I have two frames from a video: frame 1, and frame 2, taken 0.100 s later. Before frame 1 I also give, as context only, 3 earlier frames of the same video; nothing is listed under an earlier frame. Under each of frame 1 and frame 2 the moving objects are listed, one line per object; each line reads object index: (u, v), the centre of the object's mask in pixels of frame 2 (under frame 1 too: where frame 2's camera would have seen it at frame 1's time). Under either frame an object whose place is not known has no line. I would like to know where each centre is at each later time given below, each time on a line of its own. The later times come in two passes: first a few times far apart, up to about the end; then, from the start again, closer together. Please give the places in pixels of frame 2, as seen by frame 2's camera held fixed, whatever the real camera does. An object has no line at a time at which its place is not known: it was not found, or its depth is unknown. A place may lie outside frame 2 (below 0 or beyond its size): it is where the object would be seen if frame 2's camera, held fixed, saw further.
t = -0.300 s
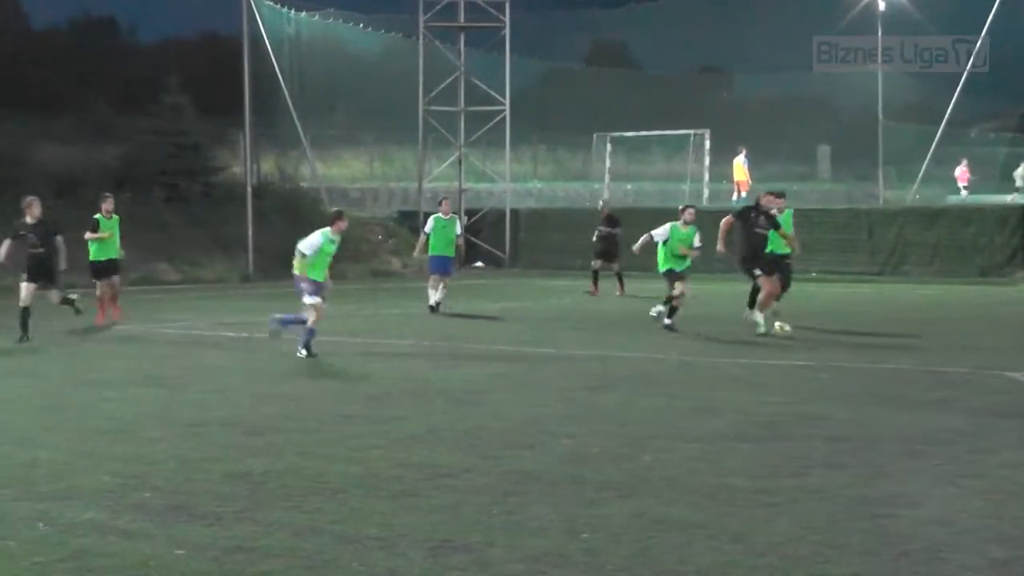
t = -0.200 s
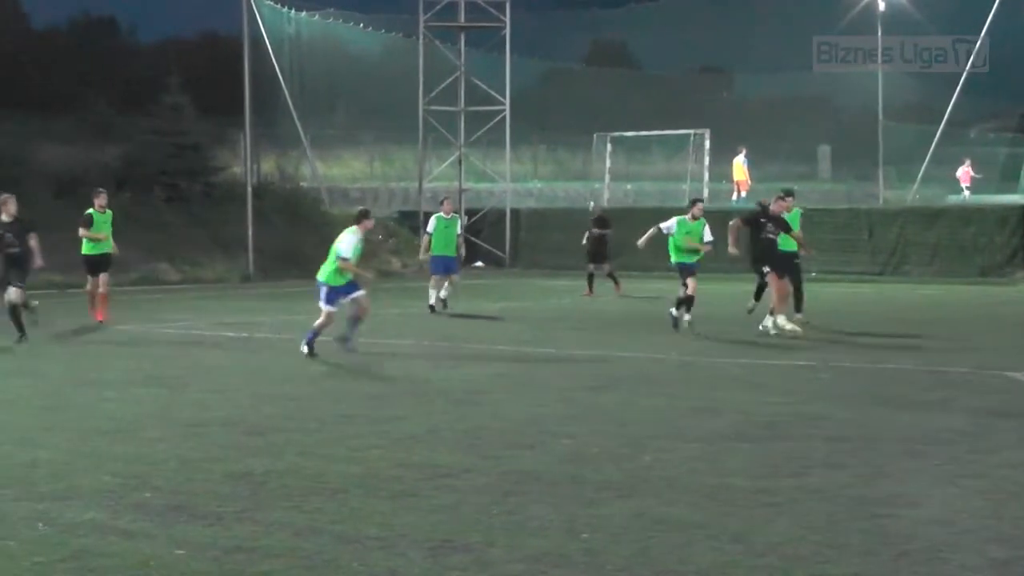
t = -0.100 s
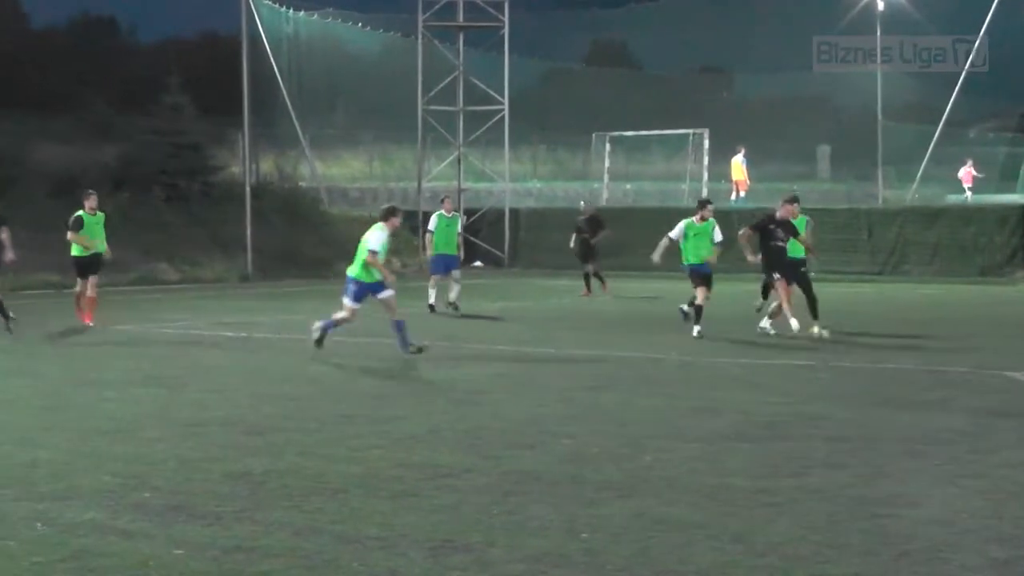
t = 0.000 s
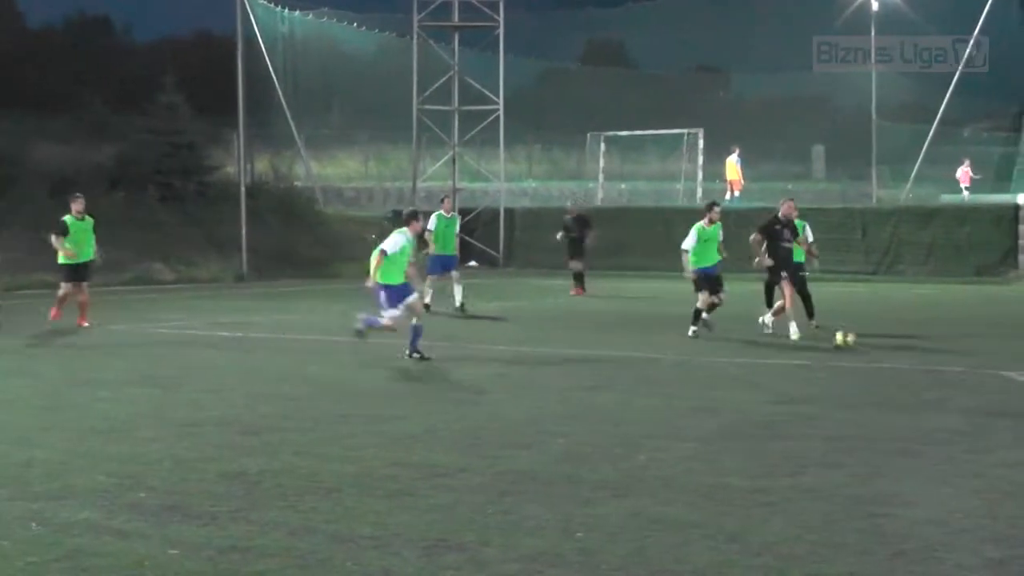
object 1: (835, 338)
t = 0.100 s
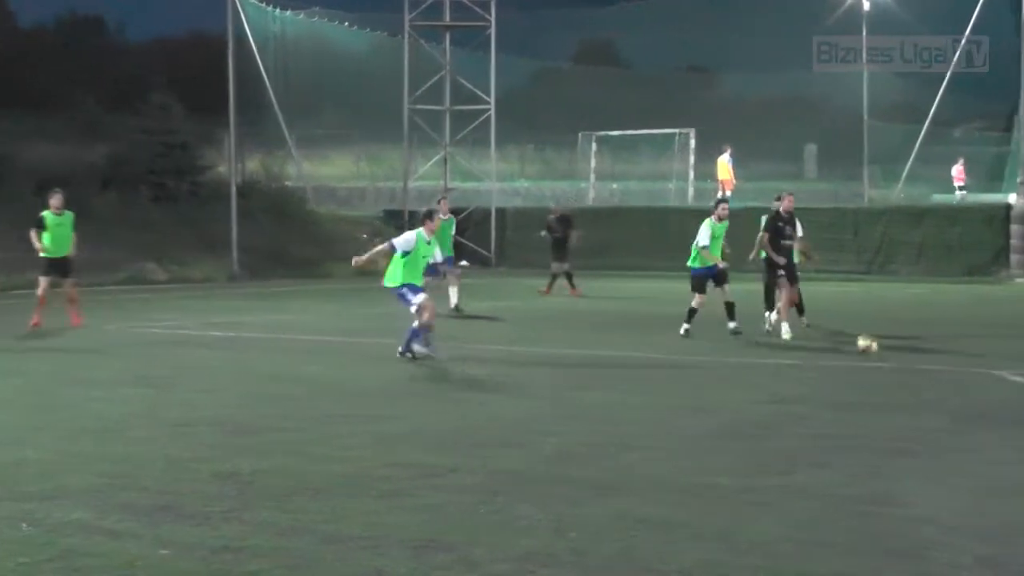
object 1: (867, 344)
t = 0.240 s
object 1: (912, 353)
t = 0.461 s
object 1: (989, 369)
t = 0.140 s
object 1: (879, 347)
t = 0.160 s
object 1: (886, 350)
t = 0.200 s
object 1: (899, 351)
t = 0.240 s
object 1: (912, 353)
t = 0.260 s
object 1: (918, 354)
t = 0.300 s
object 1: (931, 360)
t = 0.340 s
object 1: (947, 365)
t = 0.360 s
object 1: (953, 366)
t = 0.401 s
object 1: (965, 365)
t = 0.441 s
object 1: (981, 367)
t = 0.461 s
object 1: (989, 369)
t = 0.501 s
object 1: (1003, 375)
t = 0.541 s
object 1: (1016, 382)
